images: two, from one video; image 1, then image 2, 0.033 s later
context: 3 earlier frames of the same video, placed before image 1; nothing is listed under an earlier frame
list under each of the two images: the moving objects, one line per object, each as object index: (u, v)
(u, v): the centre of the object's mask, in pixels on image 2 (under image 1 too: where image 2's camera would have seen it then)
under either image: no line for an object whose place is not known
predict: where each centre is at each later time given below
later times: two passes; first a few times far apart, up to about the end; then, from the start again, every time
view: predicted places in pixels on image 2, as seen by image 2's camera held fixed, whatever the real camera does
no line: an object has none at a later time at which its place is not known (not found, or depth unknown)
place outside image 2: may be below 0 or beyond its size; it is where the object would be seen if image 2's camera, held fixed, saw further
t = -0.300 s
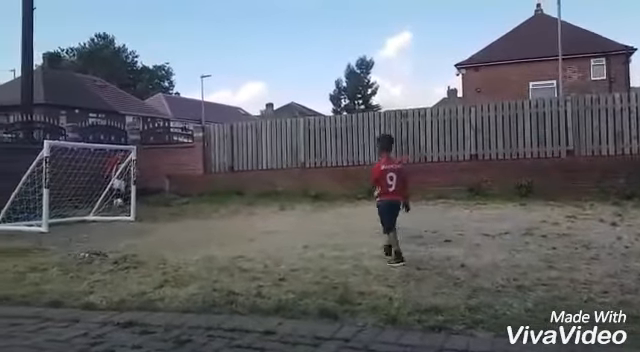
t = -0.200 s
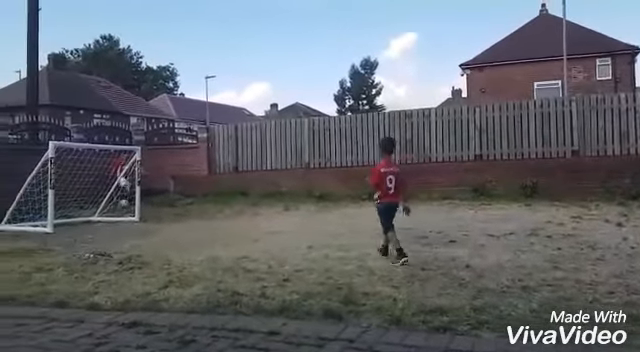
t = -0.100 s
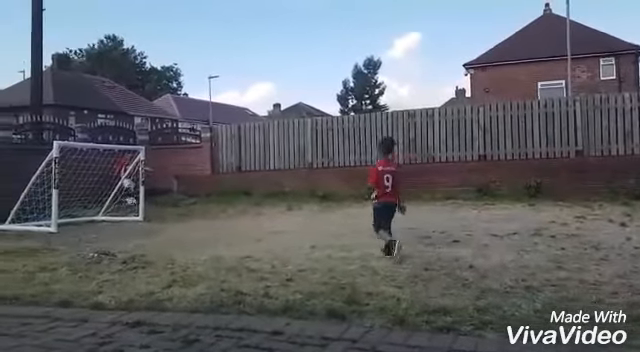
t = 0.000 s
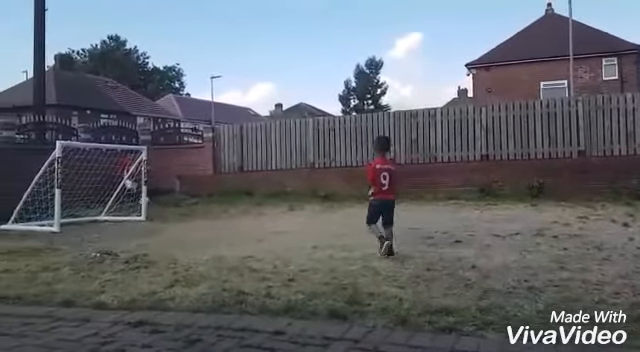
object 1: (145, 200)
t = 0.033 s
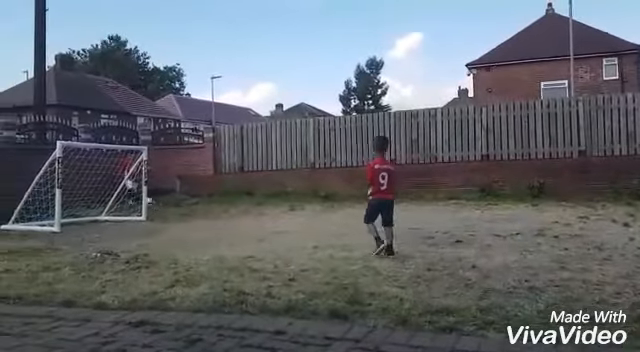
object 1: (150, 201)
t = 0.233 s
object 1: (171, 211)
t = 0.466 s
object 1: (194, 210)
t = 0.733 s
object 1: (215, 199)
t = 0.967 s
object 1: (236, 218)
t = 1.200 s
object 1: (260, 219)
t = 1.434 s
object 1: (286, 223)
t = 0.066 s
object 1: (152, 203)
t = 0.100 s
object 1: (156, 205)
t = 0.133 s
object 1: (159, 208)
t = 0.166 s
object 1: (163, 211)
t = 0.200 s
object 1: (167, 212)
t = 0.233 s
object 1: (171, 211)
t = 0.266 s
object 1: (173, 211)
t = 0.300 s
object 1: (178, 211)
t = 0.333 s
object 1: (182, 211)
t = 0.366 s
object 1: (185, 213)
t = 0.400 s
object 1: (188, 215)
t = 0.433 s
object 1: (191, 214)
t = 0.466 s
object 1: (194, 210)
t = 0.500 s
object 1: (197, 206)
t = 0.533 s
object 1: (199, 203)
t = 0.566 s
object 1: (202, 201)
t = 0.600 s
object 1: (205, 199)
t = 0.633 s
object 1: (207, 198)
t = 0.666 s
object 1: (209, 197)
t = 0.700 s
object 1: (213, 198)
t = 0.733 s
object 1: (215, 199)
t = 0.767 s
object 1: (218, 201)
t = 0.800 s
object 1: (221, 203)
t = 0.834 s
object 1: (224, 207)
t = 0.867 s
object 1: (227, 211)
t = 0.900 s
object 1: (230, 215)
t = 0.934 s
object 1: (234, 221)
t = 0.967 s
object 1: (236, 218)
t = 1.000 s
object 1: (240, 216)
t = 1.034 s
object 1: (242, 215)
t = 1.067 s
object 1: (245, 215)
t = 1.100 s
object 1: (249, 215)
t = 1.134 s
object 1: (252, 215)
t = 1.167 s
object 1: (256, 216)
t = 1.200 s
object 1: (260, 219)
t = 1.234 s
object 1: (264, 223)
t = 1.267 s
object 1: (268, 226)
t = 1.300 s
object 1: (271, 226)
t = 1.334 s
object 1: (275, 224)
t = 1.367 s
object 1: (278, 223)
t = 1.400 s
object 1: (282, 222)
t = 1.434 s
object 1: (286, 223)
